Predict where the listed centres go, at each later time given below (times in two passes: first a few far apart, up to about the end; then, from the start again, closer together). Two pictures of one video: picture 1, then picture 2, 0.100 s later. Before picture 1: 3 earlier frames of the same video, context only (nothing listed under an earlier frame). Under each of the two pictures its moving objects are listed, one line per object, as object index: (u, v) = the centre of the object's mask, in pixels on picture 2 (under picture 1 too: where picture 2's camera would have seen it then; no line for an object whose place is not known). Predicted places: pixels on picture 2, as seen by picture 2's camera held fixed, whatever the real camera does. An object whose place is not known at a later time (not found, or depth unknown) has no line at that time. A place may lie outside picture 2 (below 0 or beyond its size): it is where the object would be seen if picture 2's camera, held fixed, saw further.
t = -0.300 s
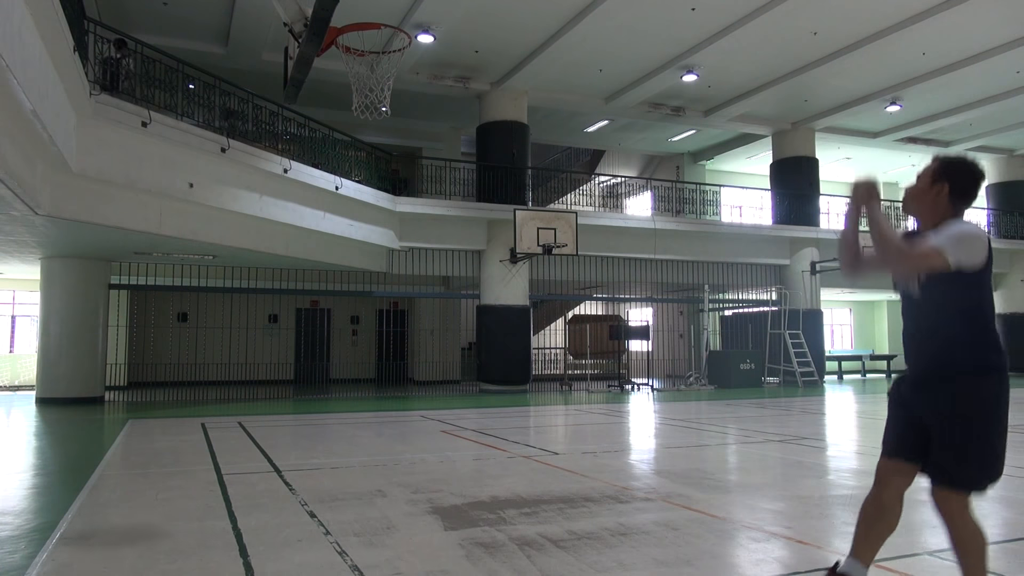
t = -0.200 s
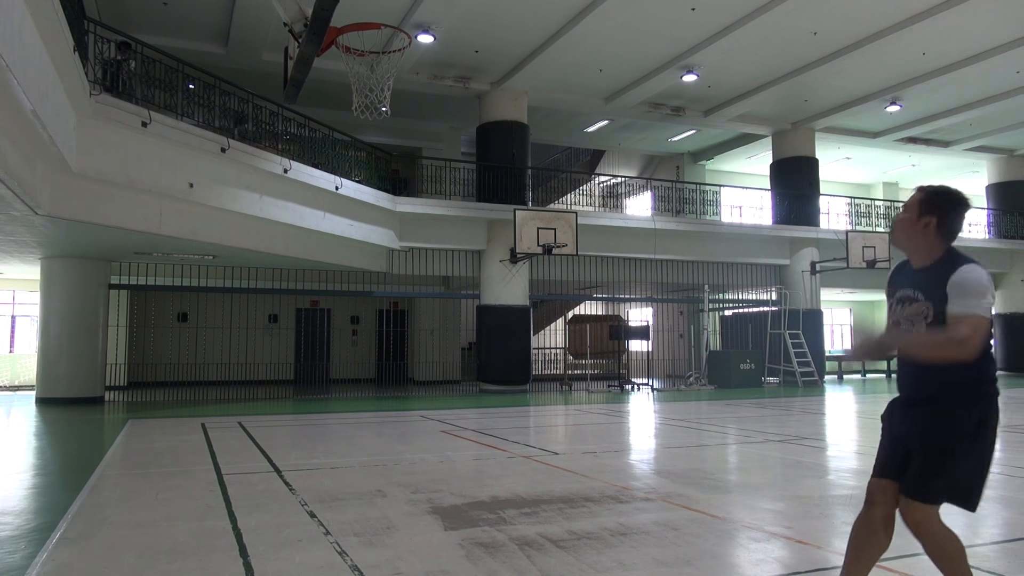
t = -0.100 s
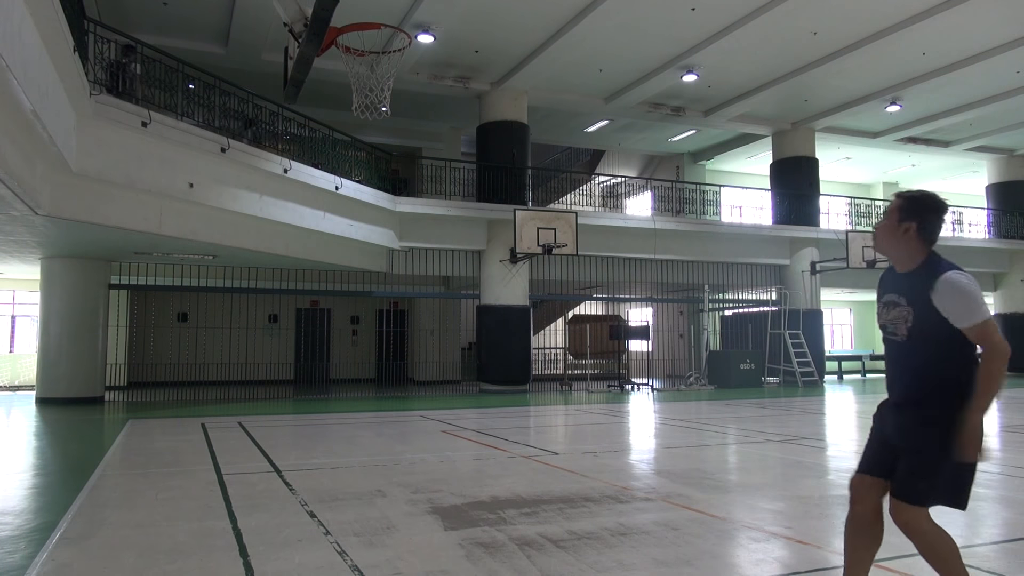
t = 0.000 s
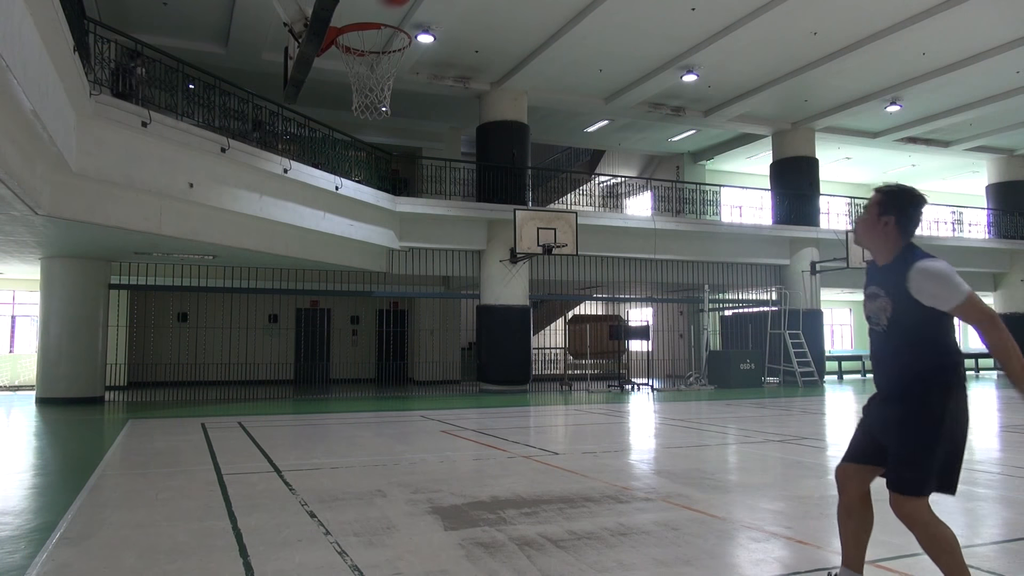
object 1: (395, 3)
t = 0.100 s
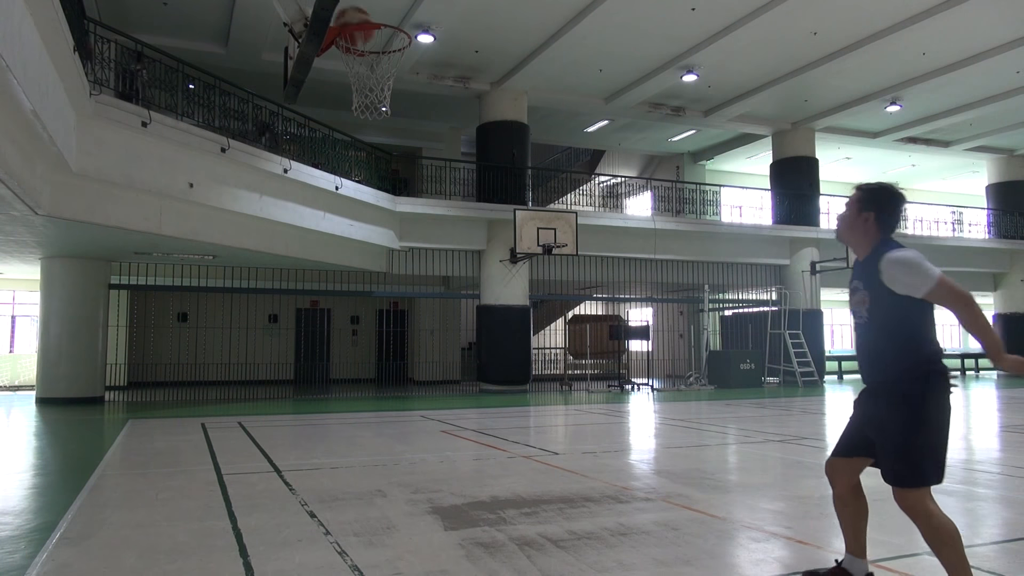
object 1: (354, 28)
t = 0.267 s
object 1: (405, 15)
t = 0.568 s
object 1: (501, 37)
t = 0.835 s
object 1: (586, 166)
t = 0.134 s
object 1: (361, 33)
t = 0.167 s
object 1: (372, 35)
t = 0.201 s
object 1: (383, 26)
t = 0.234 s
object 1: (394, 19)
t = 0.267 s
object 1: (405, 15)
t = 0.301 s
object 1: (415, 14)
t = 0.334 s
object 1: (426, 13)
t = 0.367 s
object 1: (436, 13)
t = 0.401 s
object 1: (447, 13)
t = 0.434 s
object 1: (458, 14)
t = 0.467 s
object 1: (468, 16)
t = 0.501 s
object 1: (479, 20)
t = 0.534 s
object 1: (490, 28)
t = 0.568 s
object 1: (501, 37)
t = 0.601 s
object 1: (511, 48)
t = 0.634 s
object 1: (522, 58)
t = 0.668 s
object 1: (533, 73)
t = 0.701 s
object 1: (544, 90)
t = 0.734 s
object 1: (554, 107)
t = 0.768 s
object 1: (565, 124)
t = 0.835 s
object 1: (586, 166)
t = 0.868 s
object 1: (599, 193)
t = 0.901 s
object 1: (609, 221)
